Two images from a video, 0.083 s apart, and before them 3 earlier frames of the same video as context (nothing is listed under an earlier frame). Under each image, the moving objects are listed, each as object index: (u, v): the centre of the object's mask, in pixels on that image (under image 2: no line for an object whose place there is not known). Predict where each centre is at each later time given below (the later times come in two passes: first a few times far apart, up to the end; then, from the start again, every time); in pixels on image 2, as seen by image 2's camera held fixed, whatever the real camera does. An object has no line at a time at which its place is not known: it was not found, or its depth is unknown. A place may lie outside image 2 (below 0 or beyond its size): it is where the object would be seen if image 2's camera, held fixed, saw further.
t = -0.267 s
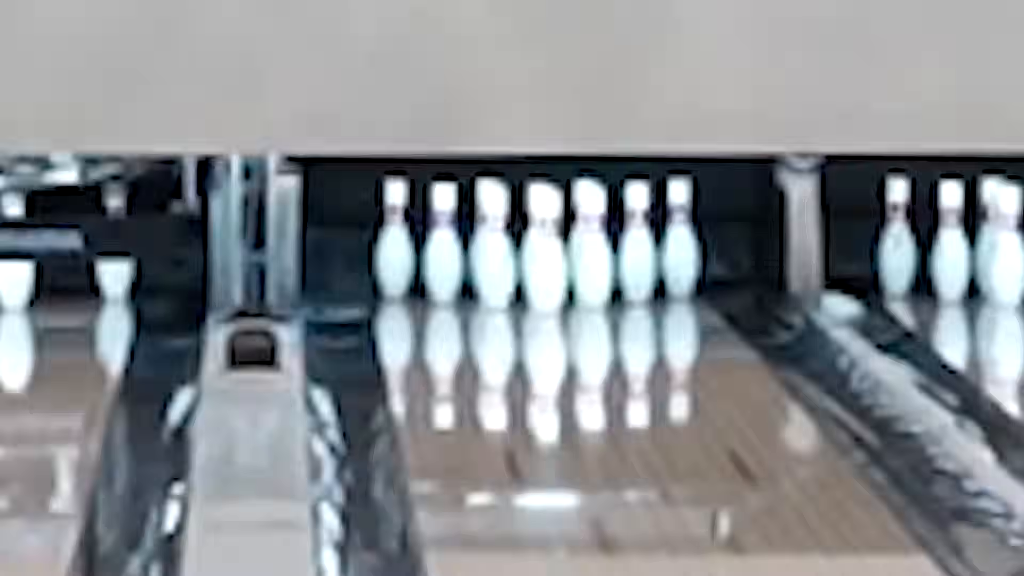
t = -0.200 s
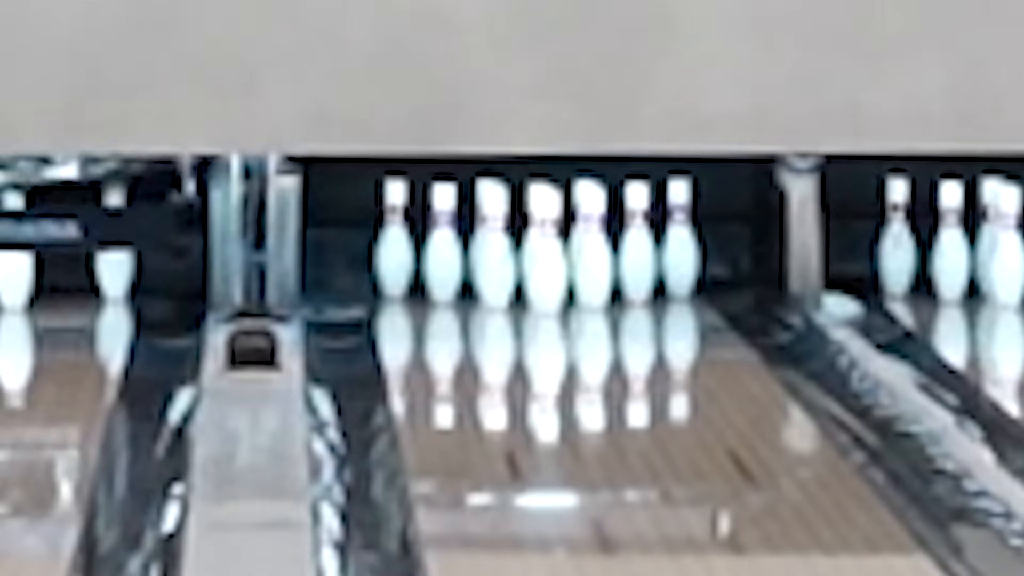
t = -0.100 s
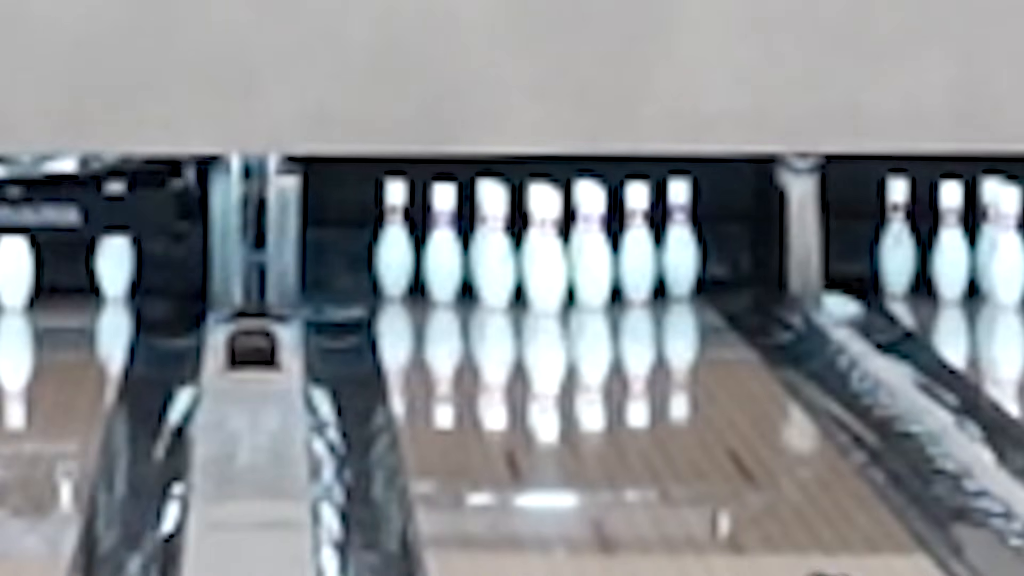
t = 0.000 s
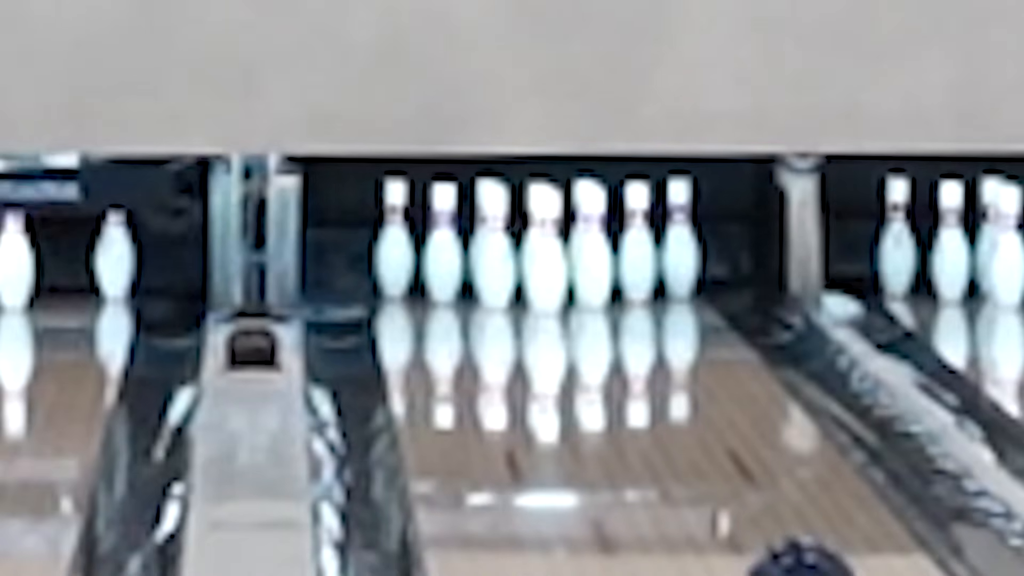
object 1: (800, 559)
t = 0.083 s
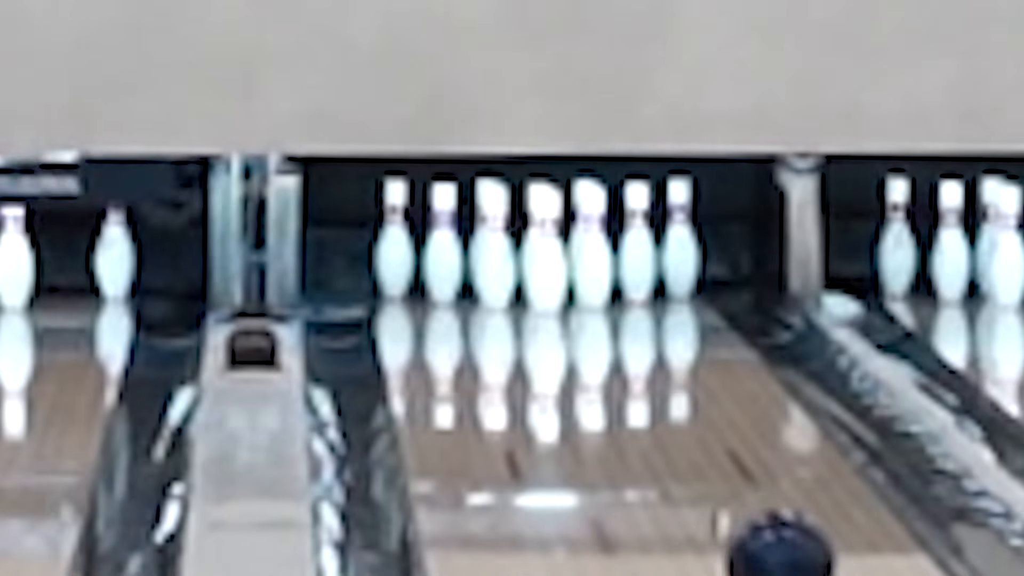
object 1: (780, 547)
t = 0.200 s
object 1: (753, 526)
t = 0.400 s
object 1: (712, 472)
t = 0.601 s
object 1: (675, 428)
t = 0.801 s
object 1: (643, 383)
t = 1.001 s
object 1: (611, 348)
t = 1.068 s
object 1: (600, 336)
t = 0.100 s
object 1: (776, 545)
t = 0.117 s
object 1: (771, 543)
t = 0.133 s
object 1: (767, 539)
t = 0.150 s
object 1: (764, 536)
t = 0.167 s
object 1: (760, 533)
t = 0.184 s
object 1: (757, 530)
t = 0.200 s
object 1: (753, 526)
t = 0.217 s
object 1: (750, 521)
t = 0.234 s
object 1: (746, 516)
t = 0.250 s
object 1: (742, 511)
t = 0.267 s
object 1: (739, 507)
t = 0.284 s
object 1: (735, 502)
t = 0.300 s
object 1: (732, 497)
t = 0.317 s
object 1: (729, 493)
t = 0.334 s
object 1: (725, 489)
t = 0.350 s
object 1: (722, 485)
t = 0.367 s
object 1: (718, 480)
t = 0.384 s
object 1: (715, 476)
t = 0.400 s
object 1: (712, 472)
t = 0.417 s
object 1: (709, 468)
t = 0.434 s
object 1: (706, 464)
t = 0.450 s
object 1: (703, 460)
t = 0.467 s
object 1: (700, 455)
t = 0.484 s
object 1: (696, 451)
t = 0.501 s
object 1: (693, 447)
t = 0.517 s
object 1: (690, 443)
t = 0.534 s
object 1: (687, 439)
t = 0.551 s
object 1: (684, 436)
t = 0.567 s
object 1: (681, 433)
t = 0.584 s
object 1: (678, 430)
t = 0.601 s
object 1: (675, 428)
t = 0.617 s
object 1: (672, 422)
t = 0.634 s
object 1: (669, 417)
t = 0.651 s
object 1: (666, 415)
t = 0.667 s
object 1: (663, 411)
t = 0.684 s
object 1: (660, 408)
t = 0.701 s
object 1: (658, 404)
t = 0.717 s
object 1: (655, 400)
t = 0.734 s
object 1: (652, 397)
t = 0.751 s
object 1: (649, 393)
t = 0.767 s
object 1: (648, 390)
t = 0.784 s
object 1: (646, 388)
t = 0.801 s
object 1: (643, 383)
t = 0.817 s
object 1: (640, 381)
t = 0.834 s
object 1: (637, 377)
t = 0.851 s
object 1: (635, 373)
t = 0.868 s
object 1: (632, 370)
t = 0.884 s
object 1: (630, 367)
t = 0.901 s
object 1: (627, 365)
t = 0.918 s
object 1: (625, 361)
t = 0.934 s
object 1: (622, 359)
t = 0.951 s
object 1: (620, 356)
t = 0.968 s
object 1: (617, 353)
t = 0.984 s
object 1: (614, 350)
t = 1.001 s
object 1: (611, 348)
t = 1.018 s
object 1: (608, 345)
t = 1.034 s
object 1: (605, 343)
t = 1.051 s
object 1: (603, 340)
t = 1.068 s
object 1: (600, 336)
